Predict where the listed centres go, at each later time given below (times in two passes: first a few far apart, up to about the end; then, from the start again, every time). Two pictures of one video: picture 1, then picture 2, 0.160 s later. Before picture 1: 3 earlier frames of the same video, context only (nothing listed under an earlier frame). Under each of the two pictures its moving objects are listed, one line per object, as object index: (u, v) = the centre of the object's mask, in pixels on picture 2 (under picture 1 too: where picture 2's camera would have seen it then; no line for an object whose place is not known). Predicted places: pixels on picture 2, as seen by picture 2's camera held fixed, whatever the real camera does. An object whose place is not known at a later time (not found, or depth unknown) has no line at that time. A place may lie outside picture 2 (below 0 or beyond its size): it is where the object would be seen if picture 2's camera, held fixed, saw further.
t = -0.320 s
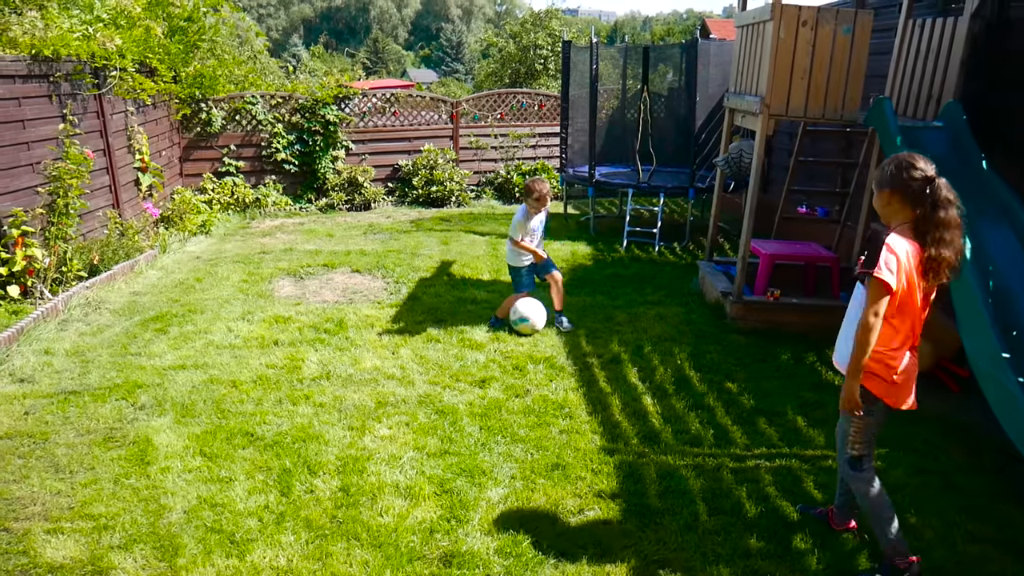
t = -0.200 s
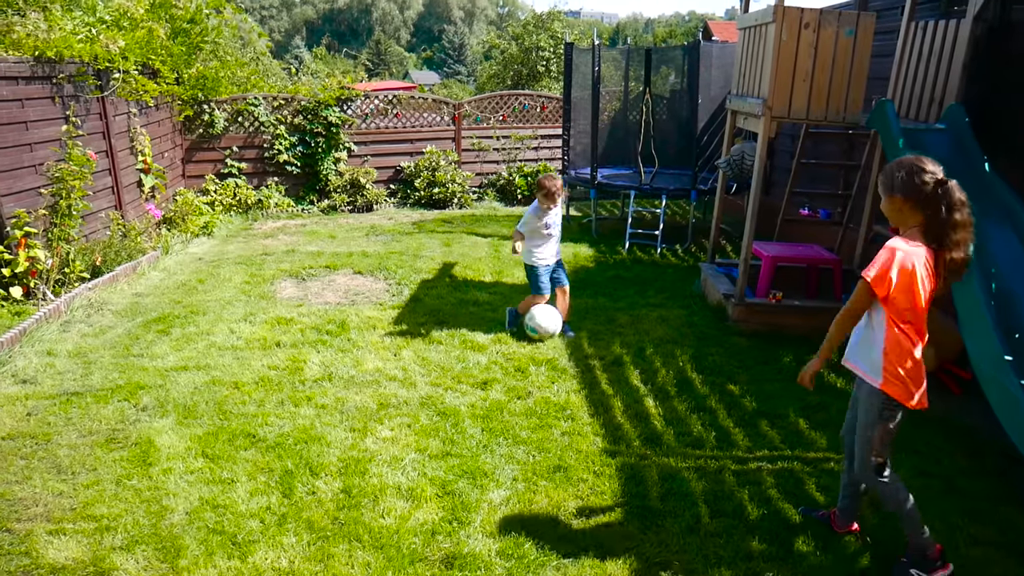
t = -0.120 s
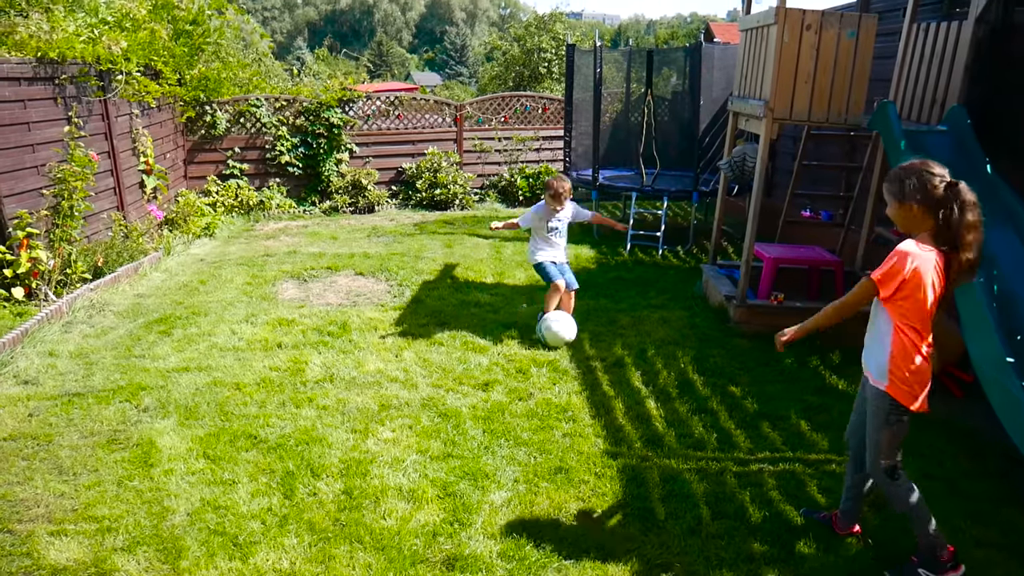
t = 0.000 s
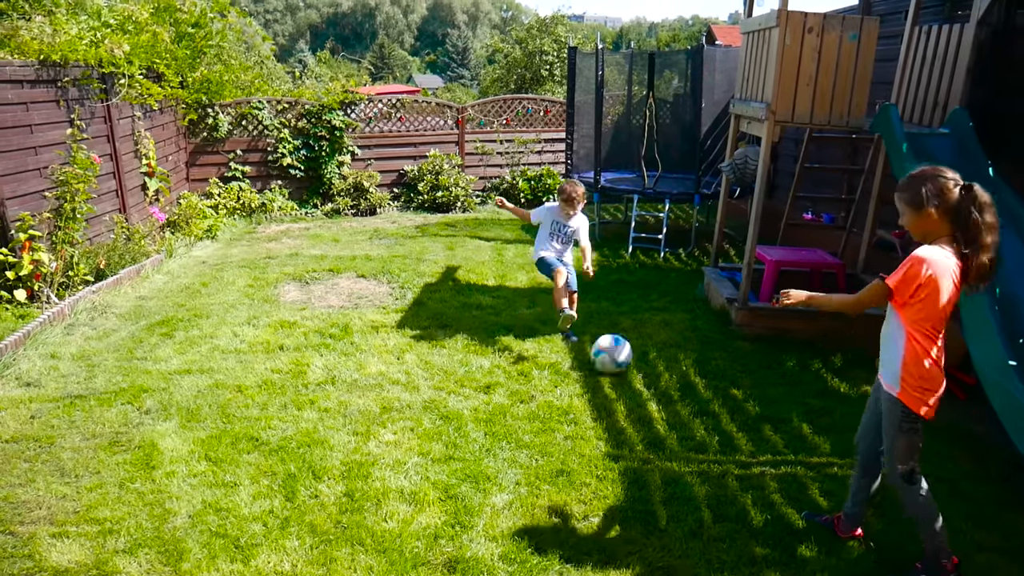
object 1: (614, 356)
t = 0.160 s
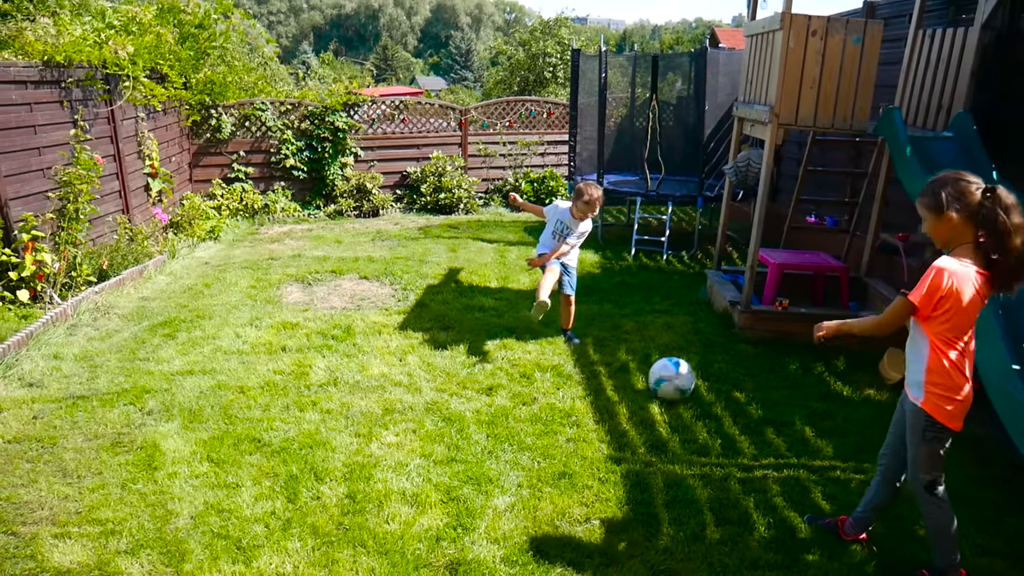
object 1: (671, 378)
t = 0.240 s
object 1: (697, 390)
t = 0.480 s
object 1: (781, 427)
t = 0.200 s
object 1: (684, 385)
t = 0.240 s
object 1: (697, 390)
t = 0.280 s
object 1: (711, 395)
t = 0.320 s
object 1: (725, 400)
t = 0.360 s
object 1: (738, 406)
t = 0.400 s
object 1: (752, 414)
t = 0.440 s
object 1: (766, 421)
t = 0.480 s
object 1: (781, 427)
